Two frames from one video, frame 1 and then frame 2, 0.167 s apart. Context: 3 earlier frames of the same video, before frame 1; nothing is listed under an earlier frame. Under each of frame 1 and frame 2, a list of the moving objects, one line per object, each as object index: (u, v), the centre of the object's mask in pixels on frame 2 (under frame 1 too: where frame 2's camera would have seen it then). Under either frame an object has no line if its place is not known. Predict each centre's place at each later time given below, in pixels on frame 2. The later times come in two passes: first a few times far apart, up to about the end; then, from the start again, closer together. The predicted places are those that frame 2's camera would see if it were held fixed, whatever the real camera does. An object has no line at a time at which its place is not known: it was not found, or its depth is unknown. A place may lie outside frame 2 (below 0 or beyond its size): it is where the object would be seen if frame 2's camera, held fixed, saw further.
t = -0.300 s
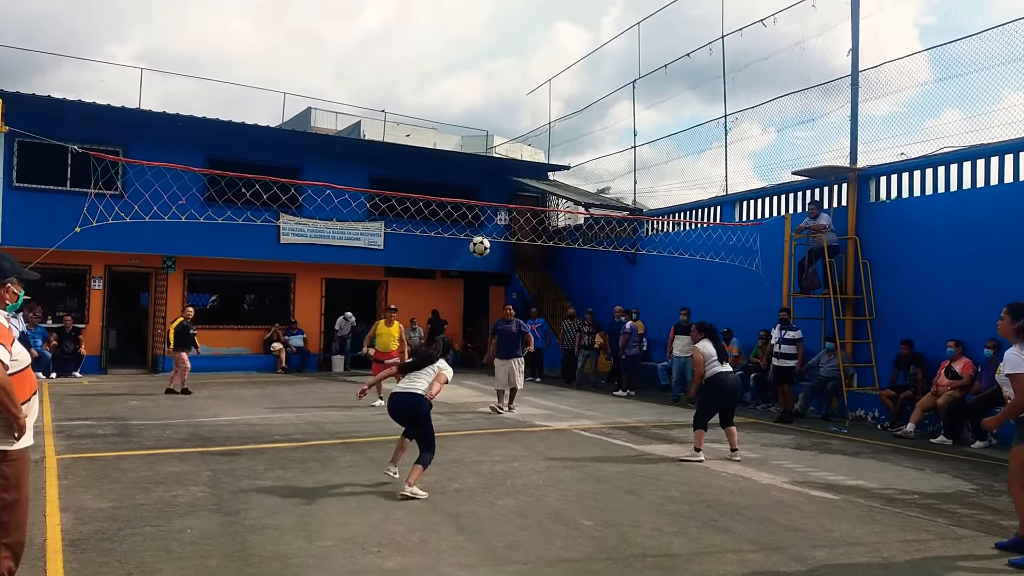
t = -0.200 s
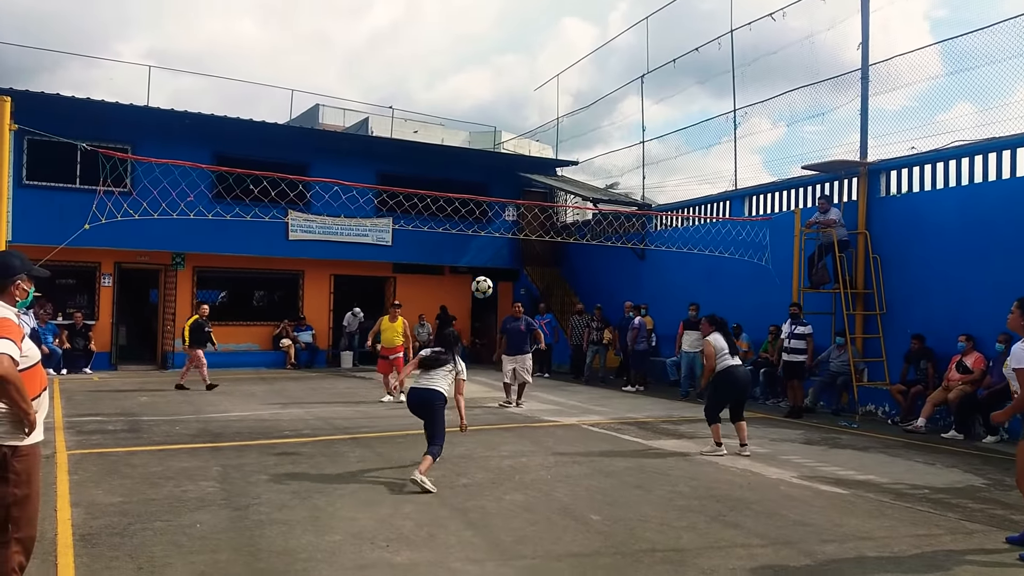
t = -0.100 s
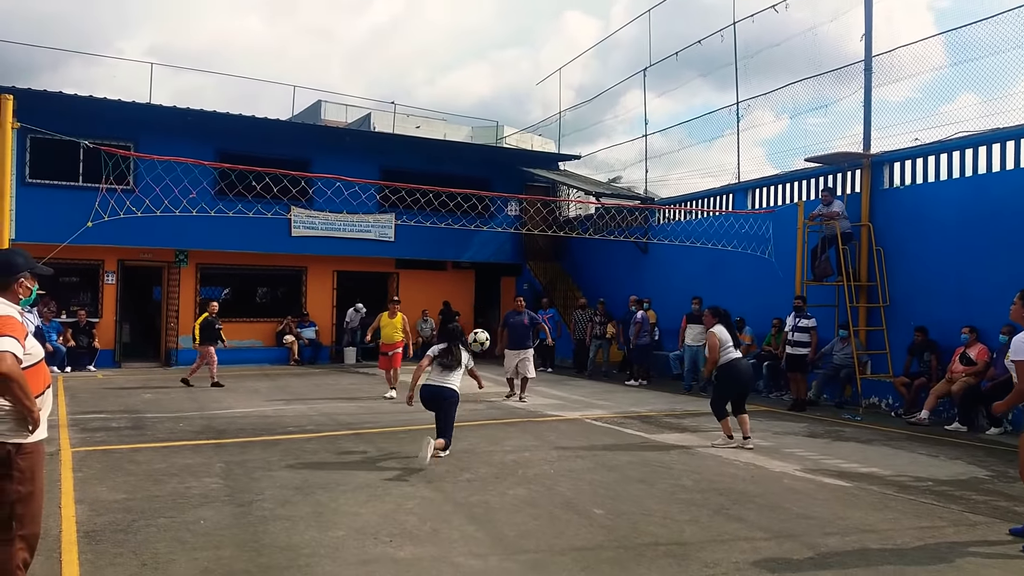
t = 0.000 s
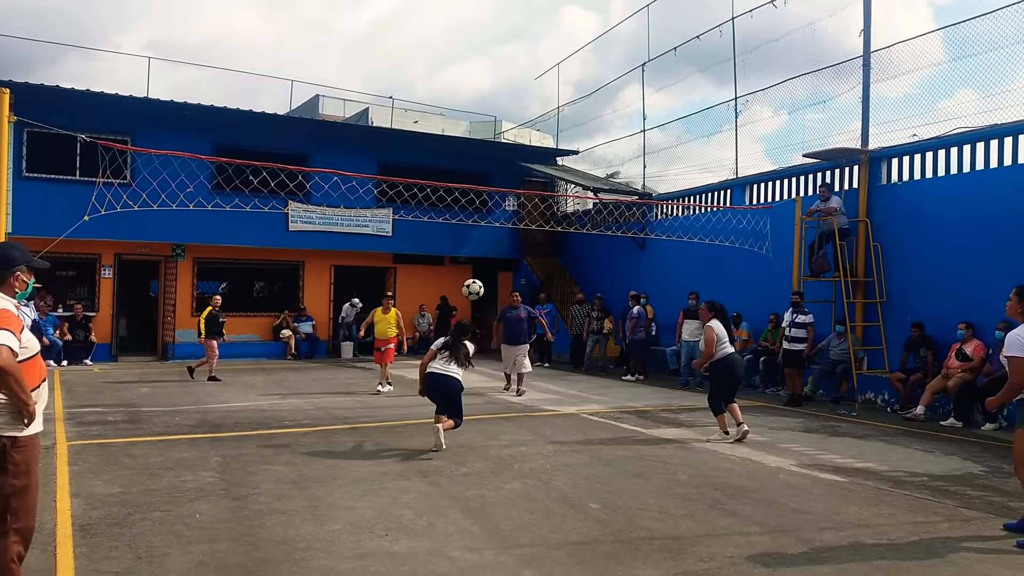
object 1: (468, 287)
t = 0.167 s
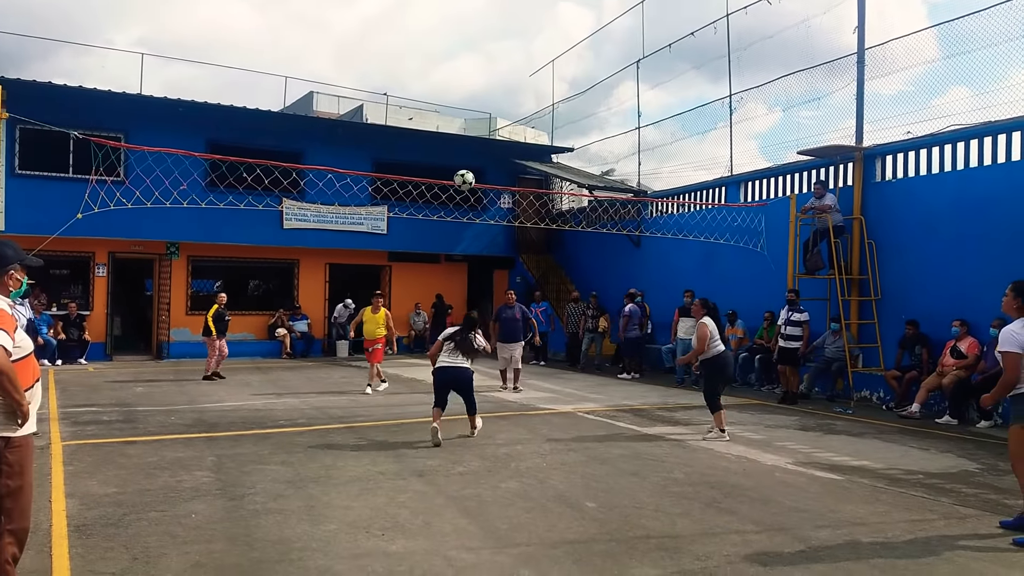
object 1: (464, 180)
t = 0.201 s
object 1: (463, 163)
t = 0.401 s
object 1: (458, 81)
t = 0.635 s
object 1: (453, 34)
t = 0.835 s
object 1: (449, 31)
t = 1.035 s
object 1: (444, 59)
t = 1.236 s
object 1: (441, 115)
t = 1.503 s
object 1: (434, 225)
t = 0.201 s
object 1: (463, 163)
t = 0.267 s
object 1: (462, 130)
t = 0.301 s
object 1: (461, 116)
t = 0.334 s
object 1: (459, 103)
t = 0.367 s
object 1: (458, 91)
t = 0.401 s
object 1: (458, 81)
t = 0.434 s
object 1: (458, 71)
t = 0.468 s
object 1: (456, 62)
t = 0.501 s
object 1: (456, 54)
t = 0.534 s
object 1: (455, 48)
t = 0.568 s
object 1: (454, 42)
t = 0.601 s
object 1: (454, 37)
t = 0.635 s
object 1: (453, 34)
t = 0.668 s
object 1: (453, 31)
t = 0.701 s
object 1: (452, 29)
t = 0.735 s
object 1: (451, 28)
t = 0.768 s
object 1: (451, 28)
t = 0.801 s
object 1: (449, 29)
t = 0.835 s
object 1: (449, 31)
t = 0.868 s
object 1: (448, 33)
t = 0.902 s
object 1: (448, 37)
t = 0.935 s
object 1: (447, 41)
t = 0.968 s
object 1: (446, 47)
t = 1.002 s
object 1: (445, 52)
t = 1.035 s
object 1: (444, 59)
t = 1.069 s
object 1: (444, 67)
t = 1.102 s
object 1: (443, 74)
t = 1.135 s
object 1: (442, 84)
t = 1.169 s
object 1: (441, 93)
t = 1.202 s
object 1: (441, 103)
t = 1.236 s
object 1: (441, 115)
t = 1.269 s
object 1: (439, 126)
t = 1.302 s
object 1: (439, 139)
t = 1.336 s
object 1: (438, 151)
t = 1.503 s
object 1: (434, 225)
